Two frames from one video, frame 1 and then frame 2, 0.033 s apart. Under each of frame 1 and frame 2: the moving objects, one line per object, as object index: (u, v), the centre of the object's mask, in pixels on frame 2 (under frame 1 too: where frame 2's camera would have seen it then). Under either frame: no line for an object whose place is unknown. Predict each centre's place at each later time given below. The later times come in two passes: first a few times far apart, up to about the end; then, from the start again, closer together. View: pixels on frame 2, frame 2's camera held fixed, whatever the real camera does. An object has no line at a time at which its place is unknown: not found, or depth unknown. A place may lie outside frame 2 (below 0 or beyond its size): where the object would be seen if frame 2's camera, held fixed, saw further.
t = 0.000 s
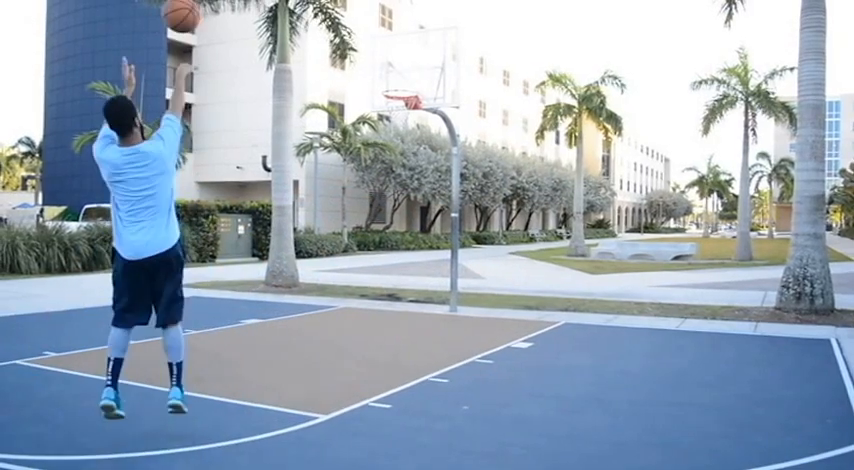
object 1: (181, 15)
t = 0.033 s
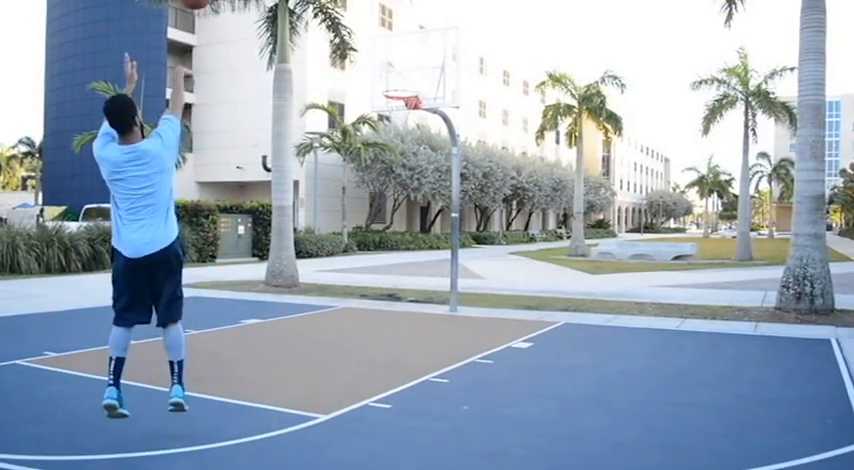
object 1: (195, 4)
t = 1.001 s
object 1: (386, 6)
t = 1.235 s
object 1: (400, 97)
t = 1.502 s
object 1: (390, 108)
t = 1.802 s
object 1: (406, 147)
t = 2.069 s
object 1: (418, 230)
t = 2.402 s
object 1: (432, 263)
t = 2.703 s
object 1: (445, 209)
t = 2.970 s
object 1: (456, 212)
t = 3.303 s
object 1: (466, 283)
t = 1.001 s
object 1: (386, 6)
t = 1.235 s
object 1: (400, 97)
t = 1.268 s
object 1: (392, 102)
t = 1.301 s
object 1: (388, 102)
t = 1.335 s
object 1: (386, 101)
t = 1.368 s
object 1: (386, 101)
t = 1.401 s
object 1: (387, 102)
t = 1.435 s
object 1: (388, 104)
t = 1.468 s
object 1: (389, 106)
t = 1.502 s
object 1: (390, 108)
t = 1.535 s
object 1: (391, 110)
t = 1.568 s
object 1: (393, 113)
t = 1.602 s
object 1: (394, 115)
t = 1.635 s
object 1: (396, 118)
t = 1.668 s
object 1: (398, 122)
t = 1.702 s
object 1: (401, 127)
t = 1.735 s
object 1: (402, 133)
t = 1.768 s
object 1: (404, 139)
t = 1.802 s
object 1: (406, 147)
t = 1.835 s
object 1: (409, 154)
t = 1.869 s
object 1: (410, 162)
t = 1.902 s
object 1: (413, 173)
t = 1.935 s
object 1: (412, 182)
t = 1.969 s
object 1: (415, 193)
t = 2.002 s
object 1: (416, 205)
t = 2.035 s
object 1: (417, 218)
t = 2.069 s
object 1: (418, 230)
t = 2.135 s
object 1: (421, 260)
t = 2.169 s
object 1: (422, 275)
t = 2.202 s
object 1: (423, 292)
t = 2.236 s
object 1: (424, 308)
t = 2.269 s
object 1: (426, 308)
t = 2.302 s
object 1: (427, 294)
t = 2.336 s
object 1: (429, 283)
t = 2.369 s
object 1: (430, 273)
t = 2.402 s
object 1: (432, 263)
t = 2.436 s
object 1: (434, 254)
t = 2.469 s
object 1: (437, 244)
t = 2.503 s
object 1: (439, 238)
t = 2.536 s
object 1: (440, 231)
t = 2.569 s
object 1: (440, 226)
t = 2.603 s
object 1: (441, 220)
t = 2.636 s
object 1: (443, 216)
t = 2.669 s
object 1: (444, 212)
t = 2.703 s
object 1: (445, 209)
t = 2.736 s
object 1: (447, 207)
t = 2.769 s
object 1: (448, 206)
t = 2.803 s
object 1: (448, 206)
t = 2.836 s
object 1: (449, 206)
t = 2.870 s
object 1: (451, 206)
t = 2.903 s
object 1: (452, 207)
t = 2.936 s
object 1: (456, 211)
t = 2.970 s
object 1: (456, 212)
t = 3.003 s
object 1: (457, 217)
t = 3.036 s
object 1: (457, 221)
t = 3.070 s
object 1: (458, 226)
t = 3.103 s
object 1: (460, 232)
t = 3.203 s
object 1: (464, 255)
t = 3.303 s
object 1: (466, 283)
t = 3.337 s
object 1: (467, 294)
